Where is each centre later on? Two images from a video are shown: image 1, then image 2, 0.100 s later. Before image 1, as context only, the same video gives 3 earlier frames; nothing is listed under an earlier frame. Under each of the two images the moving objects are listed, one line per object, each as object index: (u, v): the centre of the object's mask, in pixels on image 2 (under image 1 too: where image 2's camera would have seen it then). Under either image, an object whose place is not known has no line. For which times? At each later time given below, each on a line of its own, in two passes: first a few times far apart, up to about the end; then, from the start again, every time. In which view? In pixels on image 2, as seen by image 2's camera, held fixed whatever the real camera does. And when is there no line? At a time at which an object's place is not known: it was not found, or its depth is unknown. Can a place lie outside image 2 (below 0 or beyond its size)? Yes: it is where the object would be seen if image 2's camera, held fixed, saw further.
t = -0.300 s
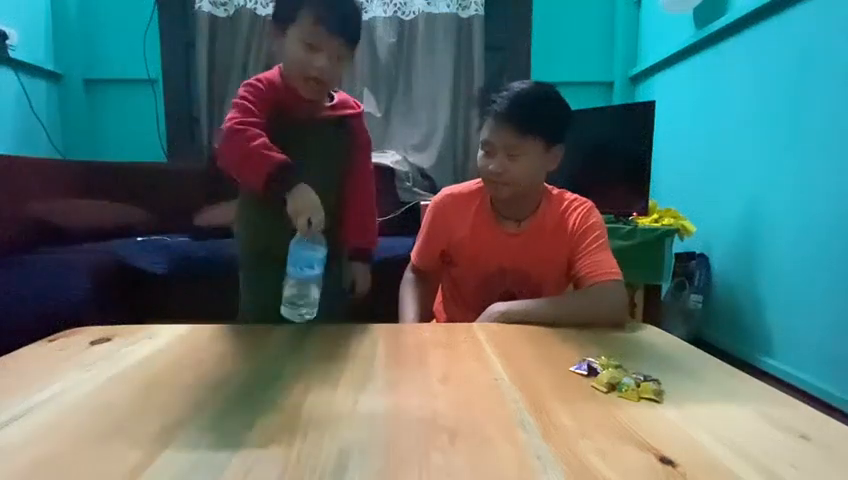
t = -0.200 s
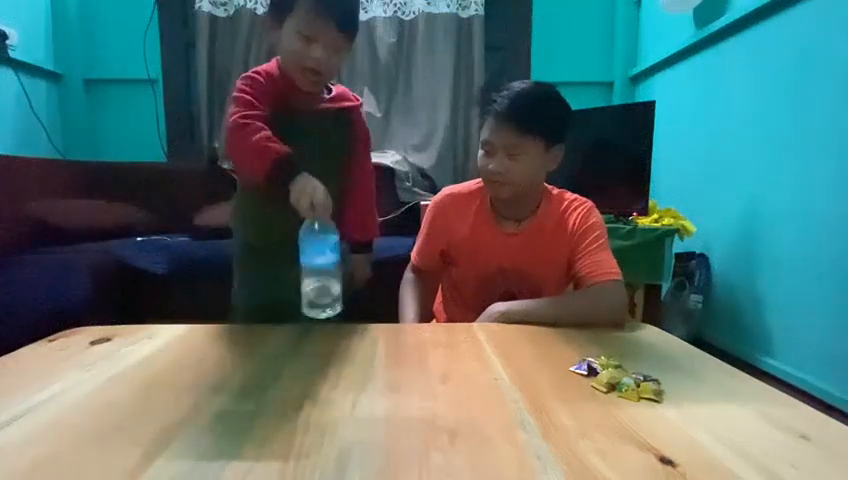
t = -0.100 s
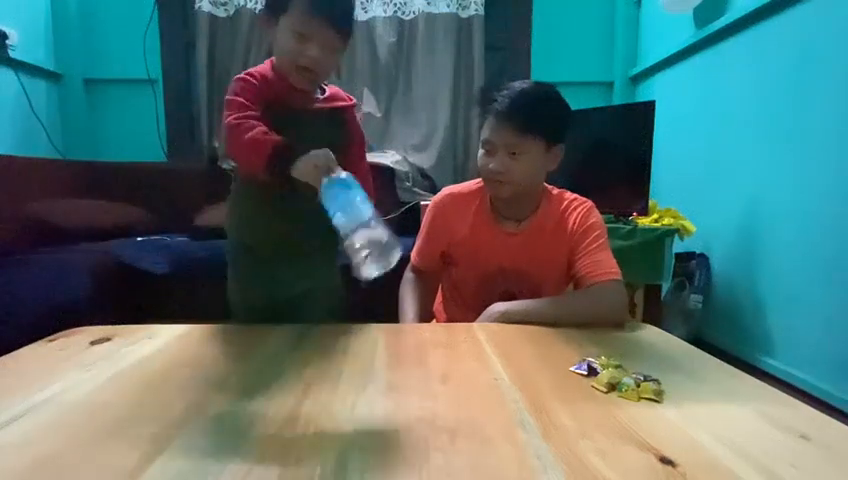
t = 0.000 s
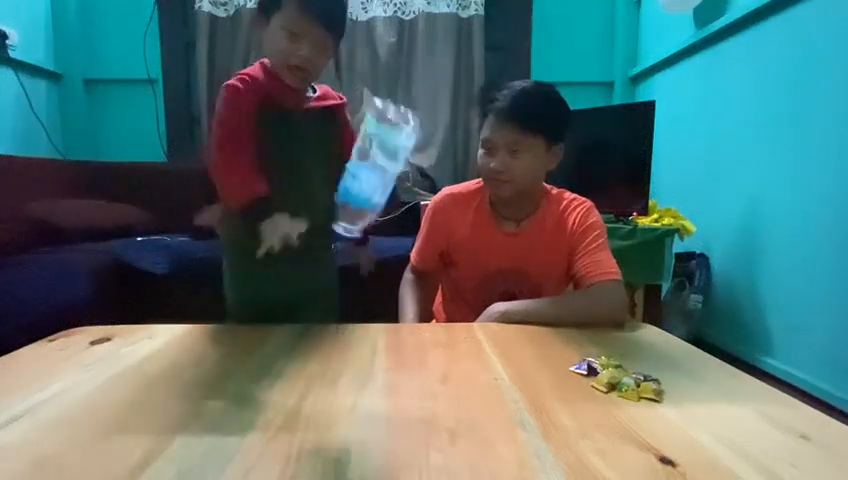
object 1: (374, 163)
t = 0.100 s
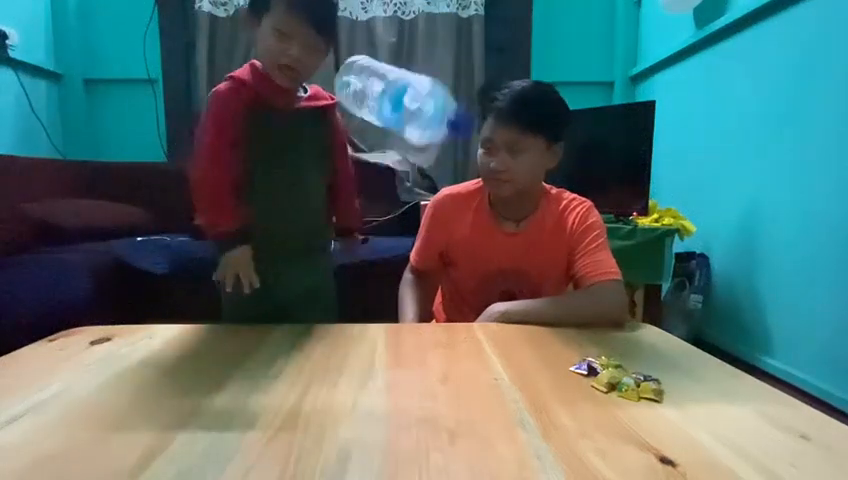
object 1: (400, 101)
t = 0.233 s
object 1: (386, 134)
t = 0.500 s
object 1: (370, 343)
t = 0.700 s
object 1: (368, 341)
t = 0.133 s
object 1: (402, 87)
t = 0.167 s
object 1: (396, 89)
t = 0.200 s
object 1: (393, 105)
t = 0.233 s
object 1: (386, 134)
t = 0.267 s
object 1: (382, 175)
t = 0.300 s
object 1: (380, 199)
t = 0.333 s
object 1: (377, 257)
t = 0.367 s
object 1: (375, 323)
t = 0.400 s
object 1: (374, 343)
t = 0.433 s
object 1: (374, 344)
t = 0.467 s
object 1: (372, 344)
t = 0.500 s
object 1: (370, 343)
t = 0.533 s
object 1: (369, 342)
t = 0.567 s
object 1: (368, 342)
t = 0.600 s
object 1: (368, 342)
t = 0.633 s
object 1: (368, 341)
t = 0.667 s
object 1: (368, 342)
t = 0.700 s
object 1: (368, 341)
